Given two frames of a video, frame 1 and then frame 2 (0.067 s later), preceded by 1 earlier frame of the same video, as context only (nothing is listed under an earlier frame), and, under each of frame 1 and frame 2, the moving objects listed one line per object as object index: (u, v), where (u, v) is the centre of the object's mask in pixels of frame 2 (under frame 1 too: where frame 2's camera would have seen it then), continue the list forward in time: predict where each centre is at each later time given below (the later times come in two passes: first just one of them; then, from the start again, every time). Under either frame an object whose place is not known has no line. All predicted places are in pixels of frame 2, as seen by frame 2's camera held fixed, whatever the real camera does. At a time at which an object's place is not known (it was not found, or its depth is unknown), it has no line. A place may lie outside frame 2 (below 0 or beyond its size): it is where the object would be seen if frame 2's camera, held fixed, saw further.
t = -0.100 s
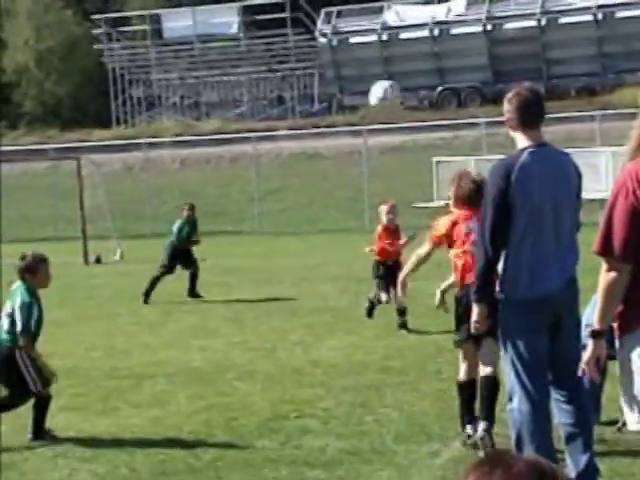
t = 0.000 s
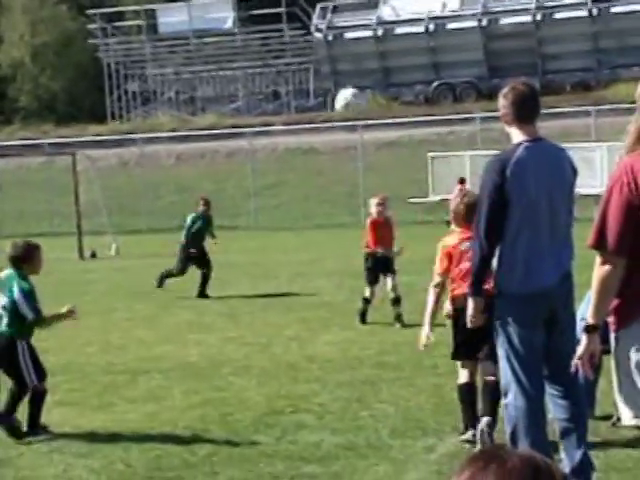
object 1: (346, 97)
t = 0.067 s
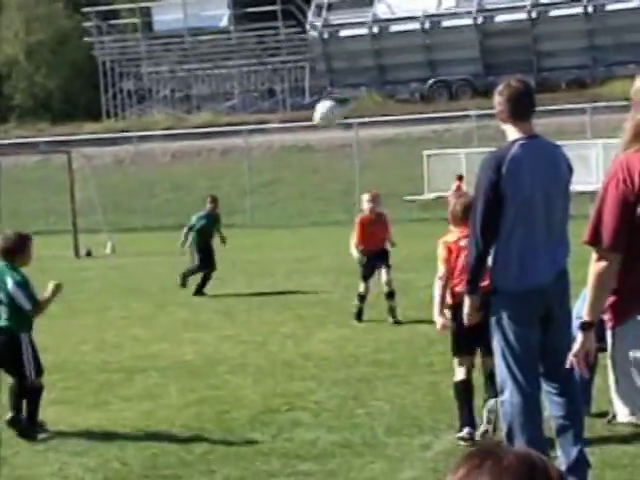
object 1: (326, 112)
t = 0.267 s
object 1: (284, 176)
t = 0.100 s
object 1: (318, 122)
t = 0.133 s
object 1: (311, 131)
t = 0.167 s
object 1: (302, 139)
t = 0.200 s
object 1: (296, 149)
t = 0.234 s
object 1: (289, 162)
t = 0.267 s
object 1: (284, 176)
